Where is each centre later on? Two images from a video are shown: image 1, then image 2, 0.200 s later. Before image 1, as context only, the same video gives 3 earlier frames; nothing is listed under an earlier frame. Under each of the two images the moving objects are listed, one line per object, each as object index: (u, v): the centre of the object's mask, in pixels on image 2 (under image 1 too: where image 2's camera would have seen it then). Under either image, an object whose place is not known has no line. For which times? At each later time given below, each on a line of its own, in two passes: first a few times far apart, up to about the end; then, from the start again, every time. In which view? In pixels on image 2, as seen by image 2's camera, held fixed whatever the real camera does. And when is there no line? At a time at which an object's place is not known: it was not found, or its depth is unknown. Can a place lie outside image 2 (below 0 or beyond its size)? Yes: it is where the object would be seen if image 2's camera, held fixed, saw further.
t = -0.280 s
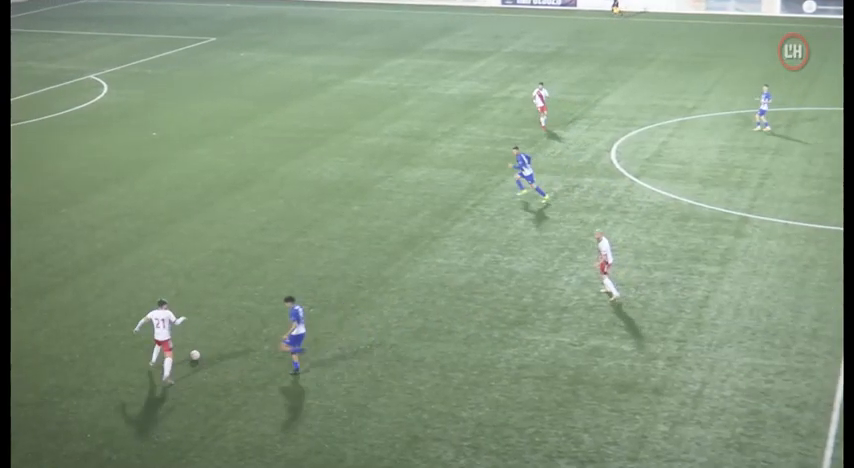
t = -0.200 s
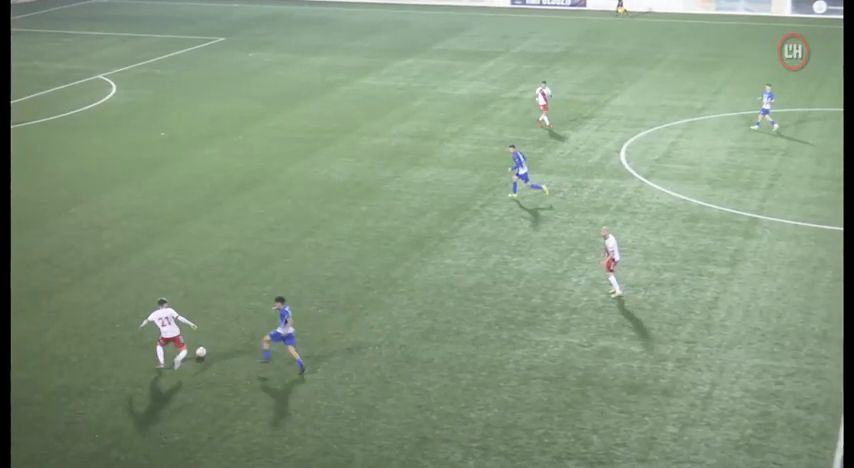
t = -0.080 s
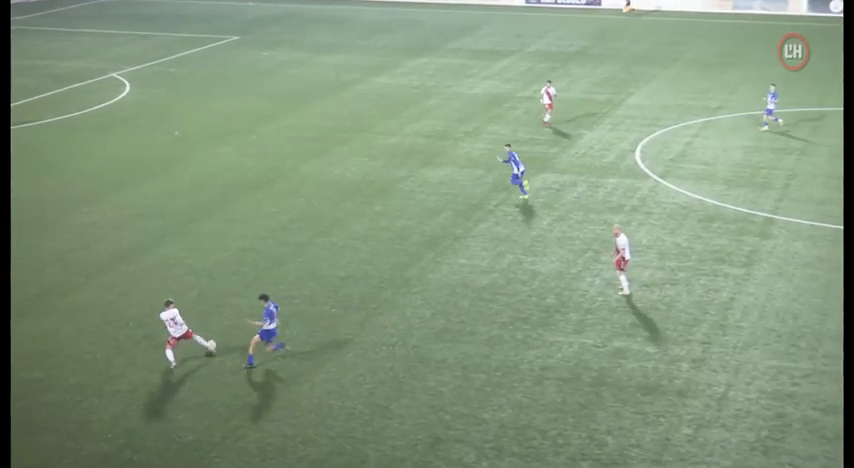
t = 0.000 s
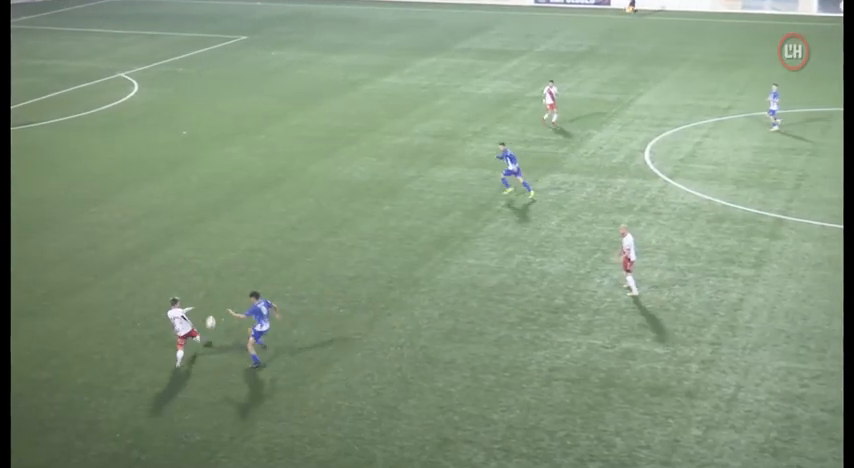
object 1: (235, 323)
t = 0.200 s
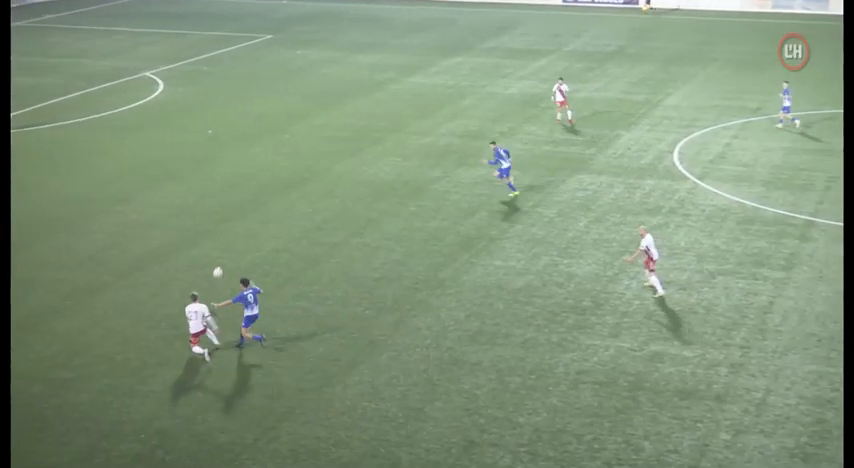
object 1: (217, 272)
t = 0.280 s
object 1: (212, 257)
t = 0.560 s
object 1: (196, 233)
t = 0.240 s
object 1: (215, 264)
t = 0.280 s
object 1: (212, 257)
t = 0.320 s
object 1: (209, 251)
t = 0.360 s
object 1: (206, 246)
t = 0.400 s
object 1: (205, 242)
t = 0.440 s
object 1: (202, 239)
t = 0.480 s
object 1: (200, 236)
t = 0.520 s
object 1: (198, 234)
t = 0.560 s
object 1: (196, 233)
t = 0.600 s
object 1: (195, 232)
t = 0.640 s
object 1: (193, 225)
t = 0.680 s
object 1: (191, 217)
